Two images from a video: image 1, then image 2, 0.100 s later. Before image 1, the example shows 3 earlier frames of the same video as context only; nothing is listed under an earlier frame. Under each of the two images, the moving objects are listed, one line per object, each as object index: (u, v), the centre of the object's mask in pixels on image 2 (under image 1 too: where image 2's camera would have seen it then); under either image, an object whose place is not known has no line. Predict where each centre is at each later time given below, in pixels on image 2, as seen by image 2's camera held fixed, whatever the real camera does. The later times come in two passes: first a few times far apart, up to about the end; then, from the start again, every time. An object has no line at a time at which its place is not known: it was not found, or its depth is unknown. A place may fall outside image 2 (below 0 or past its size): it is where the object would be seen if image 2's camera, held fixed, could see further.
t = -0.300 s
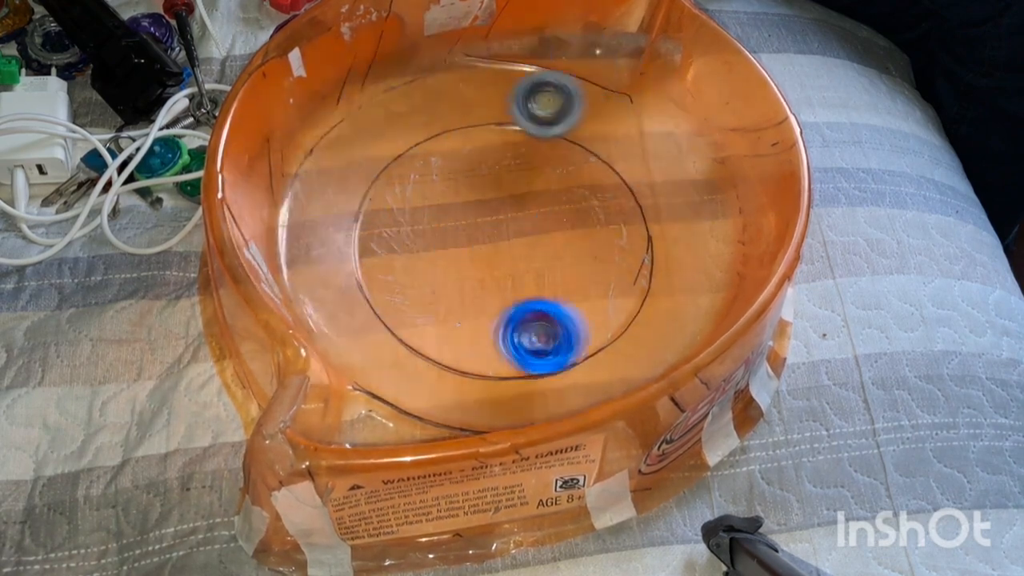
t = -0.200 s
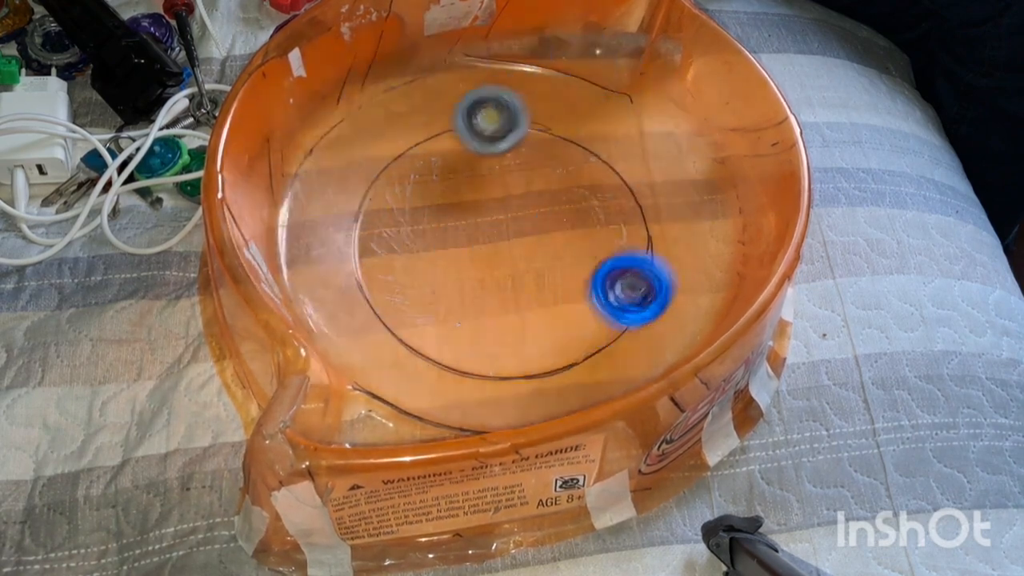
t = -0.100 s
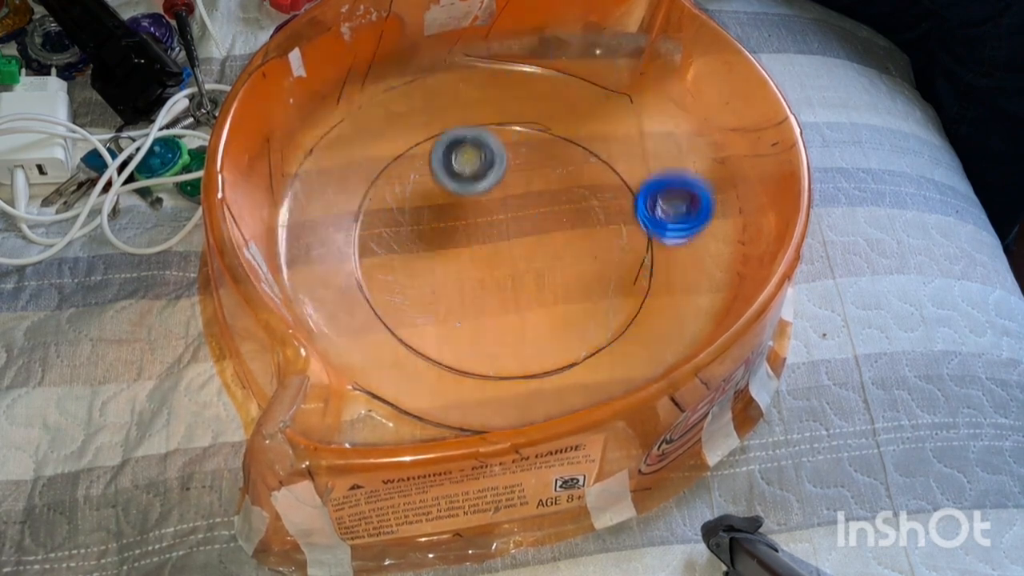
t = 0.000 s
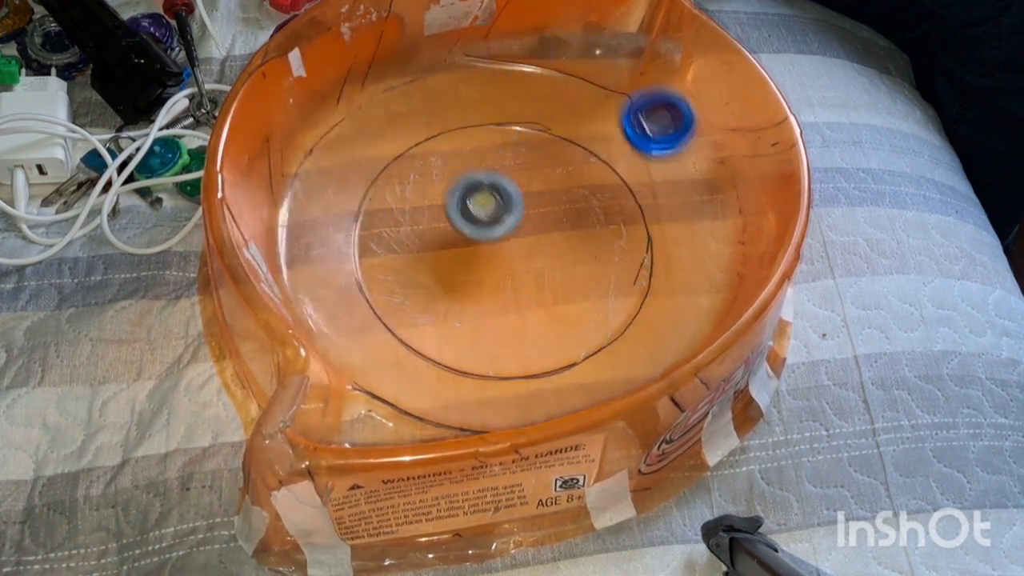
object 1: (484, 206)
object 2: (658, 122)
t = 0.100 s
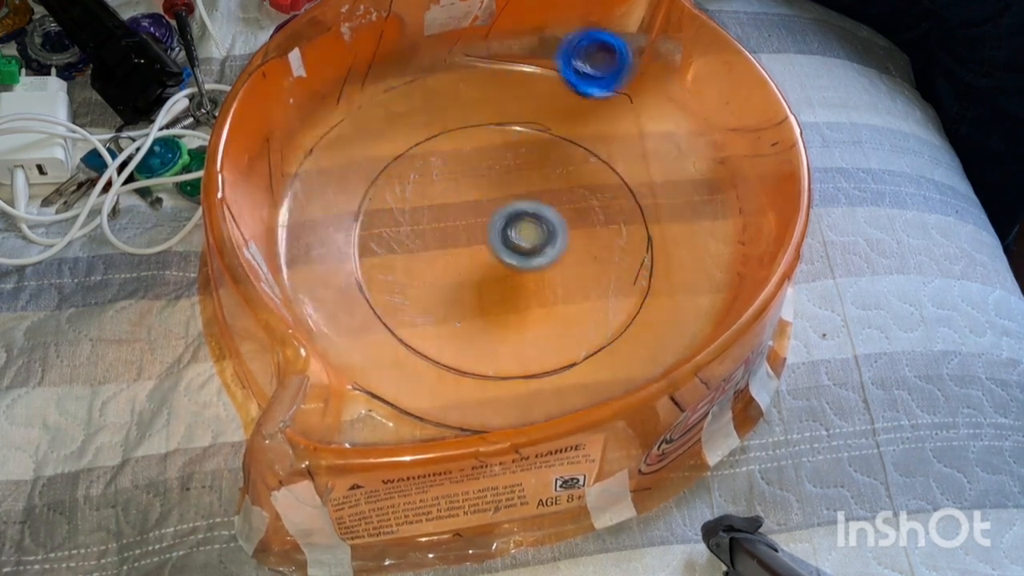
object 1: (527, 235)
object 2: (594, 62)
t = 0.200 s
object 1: (578, 241)
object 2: (496, 53)
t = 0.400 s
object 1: (626, 176)
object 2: (371, 171)
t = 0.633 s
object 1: (523, 118)
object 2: (511, 327)
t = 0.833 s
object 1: (436, 164)
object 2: (666, 241)
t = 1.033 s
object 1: (443, 243)
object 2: (606, 96)
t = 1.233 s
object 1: (543, 263)
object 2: (430, 82)
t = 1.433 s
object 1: (598, 181)
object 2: (359, 225)
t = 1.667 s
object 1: (530, 114)
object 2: (557, 316)
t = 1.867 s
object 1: (456, 141)
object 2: (667, 193)
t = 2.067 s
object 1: (513, 202)
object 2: (588, 64)
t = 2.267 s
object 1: (594, 169)
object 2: (422, 91)
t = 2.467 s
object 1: (545, 118)
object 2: (392, 245)
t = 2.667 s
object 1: (483, 165)
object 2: (551, 326)
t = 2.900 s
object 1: (537, 228)
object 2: (656, 184)
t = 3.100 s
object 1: (594, 194)
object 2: (537, 81)
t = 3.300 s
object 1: (542, 135)
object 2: (385, 123)
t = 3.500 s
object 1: (458, 155)
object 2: (410, 268)
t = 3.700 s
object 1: (461, 223)
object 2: (585, 285)
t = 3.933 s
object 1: (549, 226)
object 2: (650, 143)
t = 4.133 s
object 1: (578, 157)
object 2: (530, 67)
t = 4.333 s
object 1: (520, 110)
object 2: (404, 152)
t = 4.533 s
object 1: (457, 153)
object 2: (443, 283)
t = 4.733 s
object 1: (515, 210)
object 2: (598, 288)
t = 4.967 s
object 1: (492, 121)
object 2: (698, 193)
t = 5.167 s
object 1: (434, 92)
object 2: (592, 180)
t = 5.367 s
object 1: (426, 127)
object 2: (482, 202)
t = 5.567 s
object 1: (509, 172)
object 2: (424, 241)
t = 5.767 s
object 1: (593, 198)
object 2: (455, 245)
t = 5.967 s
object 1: (651, 212)
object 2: (508, 180)
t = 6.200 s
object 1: (593, 194)
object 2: (512, 98)
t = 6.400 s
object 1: (514, 212)
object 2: (482, 128)
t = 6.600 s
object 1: (432, 259)
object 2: (534, 120)
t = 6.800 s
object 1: (394, 273)
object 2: (550, 134)
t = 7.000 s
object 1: (427, 235)
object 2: (584, 177)
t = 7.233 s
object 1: (481, 167)
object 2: (594, 211)
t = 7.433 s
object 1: (540, 131)
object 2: (561, 217)
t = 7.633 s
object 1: (560, 147)
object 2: (516, 210)
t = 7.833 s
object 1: (569, 197)
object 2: (479, 186)
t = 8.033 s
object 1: (555, 254)
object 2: (468, 161)
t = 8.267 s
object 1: (490, 296)
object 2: (497, 140)
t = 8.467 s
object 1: (448, 296)
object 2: (534, 132)
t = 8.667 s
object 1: (451, 241)
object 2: (560, 137)
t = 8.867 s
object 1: (475, 182)
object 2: (559, 159)
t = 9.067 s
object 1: (463, 136)
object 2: (608, 207)
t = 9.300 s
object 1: (534, 129)
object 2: (547, 211)
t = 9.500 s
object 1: (594, 117)
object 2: (426, 217)
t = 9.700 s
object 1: (602, 159)
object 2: (380, 217)
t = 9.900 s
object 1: (565, 189)
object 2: (422, 187)
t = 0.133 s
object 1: (544, 240)
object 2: (564, 54)
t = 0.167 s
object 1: (561, 242)
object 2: (530, 51)
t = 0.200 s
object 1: (578, 241)
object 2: (496, 53)
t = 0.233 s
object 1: (594, 236)
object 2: (465, 60)
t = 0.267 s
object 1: (607, 228)
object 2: (435, 73)
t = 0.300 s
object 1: (618, 217)
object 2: (411, 90)
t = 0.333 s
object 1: (625, 204)
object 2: (393, 113)
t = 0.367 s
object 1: (628, 190)
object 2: (379, 140)
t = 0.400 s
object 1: (626, 176)
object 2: (371, 171)
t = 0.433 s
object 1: (619, 162)
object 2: (371, 203)
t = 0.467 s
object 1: (608, 150)
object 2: (379, 232)
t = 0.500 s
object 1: (594, 141)
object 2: (397, 260)
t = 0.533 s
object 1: (578, 132)
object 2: (419, 282)
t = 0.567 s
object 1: (561, 124)
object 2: (445, 302)
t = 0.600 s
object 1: (542, 120)
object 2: (477, 318)
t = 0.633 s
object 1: (523, 118)
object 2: (511, 327)
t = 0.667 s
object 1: (504, 120)
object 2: (545, 329)
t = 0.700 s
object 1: (486, 125)
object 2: (579, 324)
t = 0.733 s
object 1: (470, 132)
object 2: (609, 310)
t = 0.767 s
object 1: (456, 141)
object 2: (632, 290)
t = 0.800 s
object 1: (445, 152)
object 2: (652, 267)
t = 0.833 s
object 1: (436, 164)
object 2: (666, 241)
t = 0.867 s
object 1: (431, 177)
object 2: (674, 214)
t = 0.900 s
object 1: (427, 190)
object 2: (673, 186)
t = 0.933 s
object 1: (426, 204)
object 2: (664, 160)
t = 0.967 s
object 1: (429, 218)
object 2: (649, 135)
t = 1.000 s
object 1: (434, 231)
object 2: (629, 113)
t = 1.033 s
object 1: (443, 243)
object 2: (606, 96)
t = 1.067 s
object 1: (456, 254)
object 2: (580, 82)
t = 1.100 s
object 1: (471, 262)
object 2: (551, 73)
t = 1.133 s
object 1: (489, 268)
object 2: (520, 68)
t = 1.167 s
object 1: (507, 270)
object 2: (489, 68)
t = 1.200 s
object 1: (526, 268)
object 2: (459, 72)
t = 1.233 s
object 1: (543, 263)
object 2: (430, 82)
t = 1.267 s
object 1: (558, 253)
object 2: (405, 96)
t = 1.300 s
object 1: (572, 241)
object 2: (383, 116)
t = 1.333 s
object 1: (584, 227)
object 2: (367, 139)
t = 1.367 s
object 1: (592, 213)
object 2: (356, 166)
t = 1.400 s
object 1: (596, 198)
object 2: (354, 195)
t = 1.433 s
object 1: (598, 181)
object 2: (359, 225)
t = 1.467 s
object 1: (597, 166)
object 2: (373, 255)
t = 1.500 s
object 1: (593, 151)
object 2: (395, 278)
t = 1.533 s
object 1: (586, 137)
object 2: (423, 297)
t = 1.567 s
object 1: (578, 124)
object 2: (454, 312)
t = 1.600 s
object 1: (566, 115)
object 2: (488, 320)
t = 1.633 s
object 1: (548, 113)
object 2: (523, 321)
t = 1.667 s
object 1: (530, 114)
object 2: (557, 316)
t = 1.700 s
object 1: (514, 114)
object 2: (588, 304)
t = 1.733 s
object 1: (500, 113)
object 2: (616, 288)
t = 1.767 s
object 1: (486, 115)
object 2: (641, 269)
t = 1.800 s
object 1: (473, 121)
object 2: (655, 245)
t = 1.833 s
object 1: (462, 130)
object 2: (663, 220)
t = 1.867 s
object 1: (456, 141)
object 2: (667, 193)
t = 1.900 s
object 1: (456, 155)
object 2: (666, 167)
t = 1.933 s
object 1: (460, 169)
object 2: (660, 141)
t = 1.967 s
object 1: (468, 182)
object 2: (649, 116)
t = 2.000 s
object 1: (481, 192)
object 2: (633, 94)
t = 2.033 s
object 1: (497, 199)
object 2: (612, 77)
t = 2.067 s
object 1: (513, 202)
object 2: (588, 64)
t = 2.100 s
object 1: (530, 204)
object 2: (561, 54)
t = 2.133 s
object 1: (548, 203)
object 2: (530, 52)
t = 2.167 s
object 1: (564, 199)
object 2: (499, 53)
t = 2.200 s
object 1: (577, 191)
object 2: (471, 61)
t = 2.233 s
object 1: (587, 181)
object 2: (445, 74)
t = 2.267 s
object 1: (594, 169)
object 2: (422, 91)
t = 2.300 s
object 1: (595, 156)
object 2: (404, 112)
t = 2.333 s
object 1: (593, 144)
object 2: (389, 138)
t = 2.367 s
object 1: (587, 132)
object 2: (379, 166)
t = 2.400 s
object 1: (576, 124)
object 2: (376, 194)
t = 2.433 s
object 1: (560, 121)
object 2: (381, 220)
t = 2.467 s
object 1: (545, 118)
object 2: (392, 245)
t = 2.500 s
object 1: (531, 119)
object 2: (409, 268)
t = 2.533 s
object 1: (517, 123)
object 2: (431, 289)
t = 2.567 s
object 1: (505, 130)
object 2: (457, 307)
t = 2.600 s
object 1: (495, 140)
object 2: (486, 321)
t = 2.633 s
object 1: (487, 152)
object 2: (518, 327)
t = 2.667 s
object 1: (483, 165)
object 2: (551, 326)
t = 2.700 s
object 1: (483, 178)
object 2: (584, 319)
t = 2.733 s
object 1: (486, 190)
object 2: (611, 306)
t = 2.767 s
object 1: (493, 202)
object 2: (631, 286)
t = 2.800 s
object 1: (502, 211)
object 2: (646, 262)
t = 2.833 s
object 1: (513, 218)
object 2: (656, 237)
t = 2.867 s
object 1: (525, 224)
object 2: (660, 210)
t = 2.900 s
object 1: (537, 228)
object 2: (656, 184)
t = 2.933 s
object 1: (550, 230)
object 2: (646, 160)
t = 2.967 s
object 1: (563, 228)
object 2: (631, 138)
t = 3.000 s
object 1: (576, 223)
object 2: (611, 119)
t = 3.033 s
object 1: (586, 215)
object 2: (589, 103)
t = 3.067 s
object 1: (592, 205)
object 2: (564, 90)
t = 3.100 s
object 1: (594, 194)
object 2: (537, 81)
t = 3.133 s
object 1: (593, 182)
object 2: (508, 77)
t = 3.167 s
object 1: (588, 170)
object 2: (479, 76)
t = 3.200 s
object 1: (580, 159)
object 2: (451, 80)
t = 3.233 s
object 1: (569, 149)
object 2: (426, 90)
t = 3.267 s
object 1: (556, 141)
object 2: (404, 104)
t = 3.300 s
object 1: (542, 135)
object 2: (385, 123)
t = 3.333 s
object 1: (526, 131)
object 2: (371, 146)
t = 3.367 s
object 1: (510, 131)
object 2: (364, 172)
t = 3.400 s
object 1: (495, 133)
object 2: (365, 200)
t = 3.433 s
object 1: (480, 138)
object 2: (374, 228)
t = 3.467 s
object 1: (468, 145)
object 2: (388, 250)
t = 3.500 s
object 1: (458, 155)
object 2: (410, 268)
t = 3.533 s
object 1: (451, 165)
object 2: (436, 283)
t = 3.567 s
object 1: (447, 177)
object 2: (465, 295)
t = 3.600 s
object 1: (446, 190)
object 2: (496, 301)
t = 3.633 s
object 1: (448, 202)
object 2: (527, 301)
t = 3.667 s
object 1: (453, 213)
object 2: (557, 296)
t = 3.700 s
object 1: (461, 223)
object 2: (585, 285)
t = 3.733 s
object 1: (471, 231)
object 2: (609, 272)
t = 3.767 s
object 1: (482, 236)
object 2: (632, 254)
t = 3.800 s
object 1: (496, 239)
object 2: (649, 235)
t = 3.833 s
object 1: (509, 239)
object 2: (656, 213)
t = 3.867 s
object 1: (523, 237)
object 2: (658, 189)
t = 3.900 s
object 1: (536, 232)
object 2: (656, 166)
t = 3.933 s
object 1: (549, 226)
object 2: (650, 143)
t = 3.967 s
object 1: (561, 218)
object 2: (639, 121)
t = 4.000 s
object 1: (569, 207)
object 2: (624, 102)
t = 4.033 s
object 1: (575, 195)
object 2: (604, 87)
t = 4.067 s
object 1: (579, 183)
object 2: (581, 76)
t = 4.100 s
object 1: (579, 170)
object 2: (557, 69)
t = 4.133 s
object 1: (578, 157)
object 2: (530, 67)
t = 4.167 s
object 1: (573, 145)
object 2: (504, 71)
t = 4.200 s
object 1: (566, 134)
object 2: (477, 79)
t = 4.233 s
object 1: (558, 124)
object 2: (453, 92)
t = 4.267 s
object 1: (547, 115)
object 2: (433, 108)
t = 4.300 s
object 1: (536, 109)
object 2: (416, 129)
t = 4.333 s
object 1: (520, 110)
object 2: (404, 152)
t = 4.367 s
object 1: (505, 111)
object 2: (398, 175)
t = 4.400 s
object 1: (491, 114)
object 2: (396, 198)
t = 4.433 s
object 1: (478, 120)
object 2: (400, 222)
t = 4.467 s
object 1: (467, 129)
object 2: (410, 243)
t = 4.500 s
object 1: (460, 140)
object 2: (424, 264)
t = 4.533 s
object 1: (457, 153)
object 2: (443, 283)
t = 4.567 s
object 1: (458, 166)
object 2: (466, 298)
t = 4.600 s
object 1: (464, 179)
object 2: (492, 309)
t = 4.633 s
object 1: (473, 191)
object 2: (520, 313)
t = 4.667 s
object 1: (486, 199)
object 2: (548, 311)
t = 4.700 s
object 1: (500, 206)
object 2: (575, 302)
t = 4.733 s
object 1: (515, 210)
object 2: (598, 288)
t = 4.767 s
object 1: (530, 212)
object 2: (618, 272)
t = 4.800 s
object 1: (546, 212)
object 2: (633, 252)
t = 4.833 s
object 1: (561, 209)
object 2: (643, 230)
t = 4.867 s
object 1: (554, 192)
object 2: (674, 216)
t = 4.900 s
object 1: (529, 165)
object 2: (715, 207)
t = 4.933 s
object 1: (510, 141)
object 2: (708, 195)
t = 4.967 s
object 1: (492, 121)
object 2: (698, 193)
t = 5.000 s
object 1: (475, 105)
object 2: (682, 194)
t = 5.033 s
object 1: (465, 98)
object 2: (666, 190)
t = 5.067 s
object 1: (456, 96)
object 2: (648, 188)
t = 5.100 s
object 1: (448, 94)
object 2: (629, 184)
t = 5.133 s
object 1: (441, 93)
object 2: (610, 180)
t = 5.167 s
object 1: (434, 92)
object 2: (592, 180)
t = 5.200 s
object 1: (428, 92)
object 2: (574, 181)
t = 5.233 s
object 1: (423, 94)
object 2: (553, 183)
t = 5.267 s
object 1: (419, 97)
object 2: (534, 187)
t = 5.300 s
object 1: (417, 103)
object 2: (516, 192)
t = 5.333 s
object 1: (420, 113)
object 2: (499, 196)
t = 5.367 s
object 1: (426, 127)
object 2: (482, 202)
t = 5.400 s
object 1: (436, 139)
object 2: (467, 209)
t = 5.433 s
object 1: (449, 147)
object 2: (453, 215)
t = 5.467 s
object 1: (463, 154)
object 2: (442, 222)
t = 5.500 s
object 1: (479, 161)
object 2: (434, 229)
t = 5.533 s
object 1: (494, 167)
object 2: (427, 236)
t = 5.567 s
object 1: (509, 172)
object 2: (424, 241)
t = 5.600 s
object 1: (523, 176)
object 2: (424, 245)
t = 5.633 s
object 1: (537, 181)
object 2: (425, 249)
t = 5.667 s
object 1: (551, 185)
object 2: (430, 250)
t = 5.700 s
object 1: (565, 189)
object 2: (437, 250)
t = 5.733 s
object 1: (579, 194)
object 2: (445, 249)
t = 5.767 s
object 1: (593, 198)
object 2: (455, 245)
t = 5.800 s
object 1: (606, 202)
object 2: (465, 239)
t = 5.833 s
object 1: (620, 207)
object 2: (475, 230)
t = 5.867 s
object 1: (633, 210)
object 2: (484, 220)
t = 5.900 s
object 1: (646, 213)
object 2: (493, 208)
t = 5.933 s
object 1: (651, 213)
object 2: (502, 194)
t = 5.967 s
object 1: (651, 212)
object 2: (508, 180)
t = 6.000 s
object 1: (649, 208)
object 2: (515, 167)
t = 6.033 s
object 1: (645, 204)
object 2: (518, 151)
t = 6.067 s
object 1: (638, 198)
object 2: (520, 137)
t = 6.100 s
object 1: (628, 193)
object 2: (520, 123)
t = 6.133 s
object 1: (617, 190)
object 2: (519, 110)
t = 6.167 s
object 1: (606, 191)
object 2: (516, 101)
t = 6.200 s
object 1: (593, 194)
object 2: (512, 98)
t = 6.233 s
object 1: (580, 198)
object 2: (506, 96)
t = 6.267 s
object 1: (567, 201)
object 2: (500, 96)
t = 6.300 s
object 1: (553, 203)
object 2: (493, 98)
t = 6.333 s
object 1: (540, 207)
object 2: (489, 104)
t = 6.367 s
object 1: (527, 210)
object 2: (483, 116)
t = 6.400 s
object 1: (514, 212)
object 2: (482, 128)
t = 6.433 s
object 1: (499, 214)
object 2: (487, 140)
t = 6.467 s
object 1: (484, 225)
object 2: (495, 142)
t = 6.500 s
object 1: (467, 238)
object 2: (505, 137)
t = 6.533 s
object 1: (453, 248)
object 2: (515, 131)
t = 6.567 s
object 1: (442, 255)
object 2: (525, 126)
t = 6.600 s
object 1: (432, 259)
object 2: (534, 120)
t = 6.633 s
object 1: (423, 264)
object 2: (542, 114)
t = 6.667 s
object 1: (415, 268)
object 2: (546, 113)
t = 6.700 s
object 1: (407, 271)
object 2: (545, 118)
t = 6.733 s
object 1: (400, 274)
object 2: (544, 124)
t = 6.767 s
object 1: (396, 274)
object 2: (545, 128)
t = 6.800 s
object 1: (394, 273)
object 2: (550, 134)
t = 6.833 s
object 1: (395, 271)
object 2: (557, 142)
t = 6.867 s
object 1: (399, 268)
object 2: (564, 149)
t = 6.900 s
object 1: (405, 263)
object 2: (569, 156)
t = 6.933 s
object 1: (412, 254)
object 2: (575, 164)
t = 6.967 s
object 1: (419, 246)
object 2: (580, 170)
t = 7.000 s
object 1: (427, 235)
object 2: (584, 177)
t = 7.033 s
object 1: (434, 223)
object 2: (588, 185)
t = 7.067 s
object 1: (441, 212)
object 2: (592, 191)
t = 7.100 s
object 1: (448, 202)
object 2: (594, 196)
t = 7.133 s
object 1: (455, 192)
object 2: (596, 201)
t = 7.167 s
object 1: (463, 183)
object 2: (596, 206)
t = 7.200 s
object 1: (472, 175)
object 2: (596, 209)
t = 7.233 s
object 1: (481, 167)
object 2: (594, 211)
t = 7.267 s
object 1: (489, 161)
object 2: (591, 213)
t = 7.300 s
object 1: (498, 154)
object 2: (587, 215)
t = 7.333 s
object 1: (509, 147)
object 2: (582, 216)
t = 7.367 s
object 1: (519, 141)
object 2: (576, 216)
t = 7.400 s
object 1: (529, 136)
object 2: (569, 216)
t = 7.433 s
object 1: (540, 131)
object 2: (561, 217)
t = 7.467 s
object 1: (551, 126)
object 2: (554, 217)
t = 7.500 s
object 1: (561, 123)
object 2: (546, 216)
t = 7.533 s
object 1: (567, 123)
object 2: (538, 215)
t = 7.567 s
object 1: (567, 130)
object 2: (530, 213)
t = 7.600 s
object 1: (563, 139)
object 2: (523, 212)
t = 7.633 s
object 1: (560, 147)
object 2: (516, 210)
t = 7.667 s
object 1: (559, 154)
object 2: (508, 206)
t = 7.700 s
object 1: (560, 161)
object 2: (502, 202)
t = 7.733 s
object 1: (562, 169)
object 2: (496, 199)
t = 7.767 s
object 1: (564, 177)
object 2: (489, 194)
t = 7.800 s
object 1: (567, 187)
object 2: (483, 190)
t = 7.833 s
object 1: (569, 197)
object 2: (479, 186)
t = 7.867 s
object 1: (569, 208)
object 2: (474, 182)
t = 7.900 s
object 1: (569, 216)
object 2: (471, 177)
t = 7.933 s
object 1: (567, 226)
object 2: (468, 173)
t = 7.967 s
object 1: (564, 236)
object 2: (467, 169)
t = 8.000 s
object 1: (561, 245)
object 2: (467, 166)
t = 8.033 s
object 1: (555, 254)
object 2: (468, 161)
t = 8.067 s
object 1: (547, 263)
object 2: (469, 158)
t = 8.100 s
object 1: (540, 271)
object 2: (472, 155)
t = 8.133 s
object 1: (530, 277)
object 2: (475, 152)
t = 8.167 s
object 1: (522, 283)
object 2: (480, 149)
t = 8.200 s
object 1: (512, 288)
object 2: (484, 146)
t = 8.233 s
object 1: (501, 293)
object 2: (490, 143)
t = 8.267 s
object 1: (490, 296)
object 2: (497, 140)
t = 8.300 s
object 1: (480, 299)
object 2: (502, 138)
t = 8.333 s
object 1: (470, 301)
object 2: (509, 136)
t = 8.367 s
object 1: (462, 301)
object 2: (515, 134)
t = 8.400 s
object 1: (455, 301)
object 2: (522, 133)
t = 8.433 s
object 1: (450, 300)
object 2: (528, 132)
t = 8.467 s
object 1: (448, 296)
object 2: (534, 132)
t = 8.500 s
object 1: (446, 290)
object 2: (539, 132)
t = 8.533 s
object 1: (445, 282)
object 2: (545, 132)
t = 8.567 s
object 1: (446, 273)
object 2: (550, 133)
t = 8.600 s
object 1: (447, 263)
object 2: (554, 134)
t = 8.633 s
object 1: (448, 252)
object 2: (557, 135)
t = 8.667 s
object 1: (451, 241)
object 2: (560, 137)
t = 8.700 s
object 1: (453, 230)
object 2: (562, 140)
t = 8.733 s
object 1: (455, 219)
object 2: (562, 143)
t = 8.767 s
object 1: (459, 209)
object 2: (562, 145)
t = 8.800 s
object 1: (463, 198)
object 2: (562, 150)
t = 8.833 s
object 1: (468, 189)
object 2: (560, 154)
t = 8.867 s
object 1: (475, 182)
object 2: (559, 159)
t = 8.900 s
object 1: (478, 173)
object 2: (560, 164)
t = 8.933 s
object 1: (466, 162)
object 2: (580, 175)
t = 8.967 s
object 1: (457, 153)
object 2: (593, 184)
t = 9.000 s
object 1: (453, 146)
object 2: (603, 192)
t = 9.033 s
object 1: (455, 141)
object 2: (607, 200)
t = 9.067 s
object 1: (463, 136)
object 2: (608, 207)
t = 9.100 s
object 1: (472, 133)
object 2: (607, 215)
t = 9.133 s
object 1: (482, 131)
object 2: (601, 217)
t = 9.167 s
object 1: (492, 129)
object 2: (593, 217)
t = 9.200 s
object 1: (503, 128)
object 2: (583, 220)
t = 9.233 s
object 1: (513, 127)
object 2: (573, 210)
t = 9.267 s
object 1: (523, 127)
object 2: (562, 211)
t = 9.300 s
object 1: (534, 129)
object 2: (547, 211)
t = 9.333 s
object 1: (544, 129)
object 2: (537, 202)
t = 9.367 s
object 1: (563, 120)
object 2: (511, 212)
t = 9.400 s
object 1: (575, 117)
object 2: (490, 207)
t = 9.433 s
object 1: (583, 116)
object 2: (466, 208)
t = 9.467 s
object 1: (589, 116)
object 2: (443, 218)
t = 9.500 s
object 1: (594, 117)
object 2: (426, 217)
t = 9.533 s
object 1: (600, 120)
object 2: (404, 216)
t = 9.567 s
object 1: (605, 126)
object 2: (384, 219)
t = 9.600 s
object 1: (610, 133)
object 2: (380, 219)
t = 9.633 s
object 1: (610, 141)
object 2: (377, 223)
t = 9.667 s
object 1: (609, 149)
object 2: (374, 220)
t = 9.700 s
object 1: (602, 159)
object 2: (380, 217)
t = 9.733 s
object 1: (596, 167)
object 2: (389, 220)
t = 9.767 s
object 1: (590, 175)
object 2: (390, 215)
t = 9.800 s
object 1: (584, 181)
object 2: (393, 209)
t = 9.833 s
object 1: (579, 184)
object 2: (398, 201)
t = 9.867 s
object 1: (572, 187)
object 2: (411, 191)
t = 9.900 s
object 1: (565, 189)
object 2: (422, 187)
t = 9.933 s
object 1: (557, 189)
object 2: (430, 182)
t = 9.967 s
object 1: (550, 188)
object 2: (437, 178)
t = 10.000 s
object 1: (543, 186)
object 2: (443, 174)
